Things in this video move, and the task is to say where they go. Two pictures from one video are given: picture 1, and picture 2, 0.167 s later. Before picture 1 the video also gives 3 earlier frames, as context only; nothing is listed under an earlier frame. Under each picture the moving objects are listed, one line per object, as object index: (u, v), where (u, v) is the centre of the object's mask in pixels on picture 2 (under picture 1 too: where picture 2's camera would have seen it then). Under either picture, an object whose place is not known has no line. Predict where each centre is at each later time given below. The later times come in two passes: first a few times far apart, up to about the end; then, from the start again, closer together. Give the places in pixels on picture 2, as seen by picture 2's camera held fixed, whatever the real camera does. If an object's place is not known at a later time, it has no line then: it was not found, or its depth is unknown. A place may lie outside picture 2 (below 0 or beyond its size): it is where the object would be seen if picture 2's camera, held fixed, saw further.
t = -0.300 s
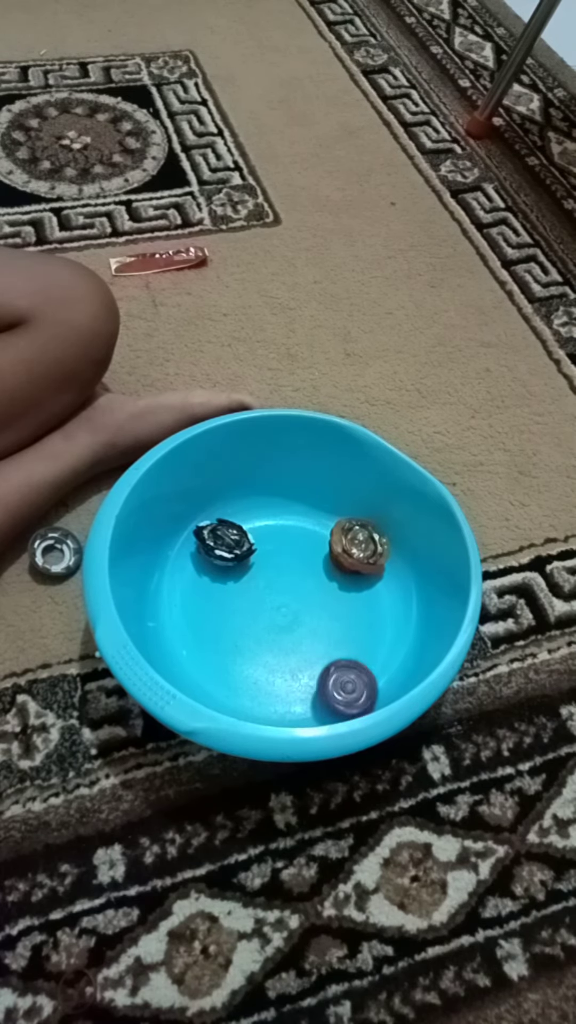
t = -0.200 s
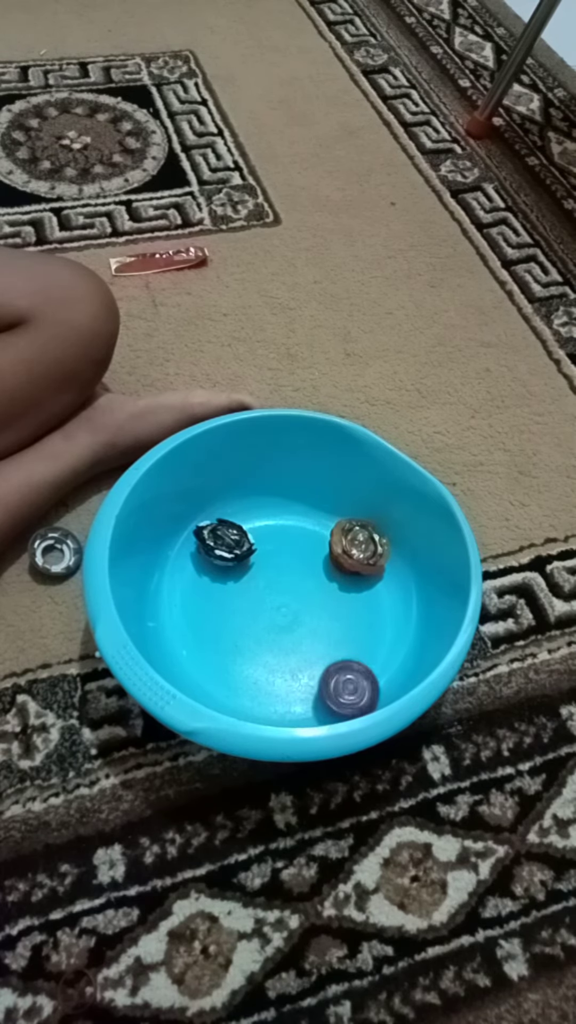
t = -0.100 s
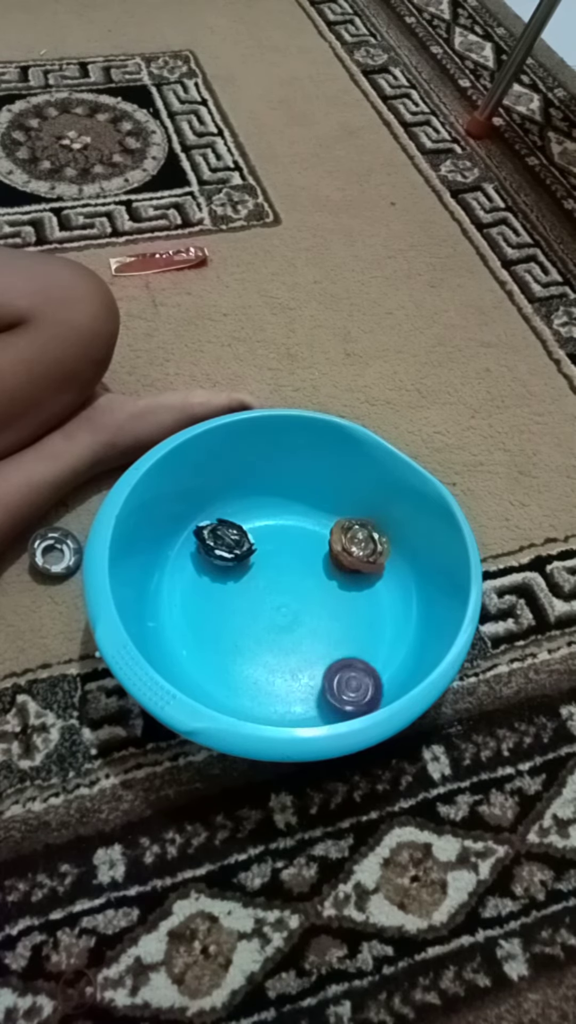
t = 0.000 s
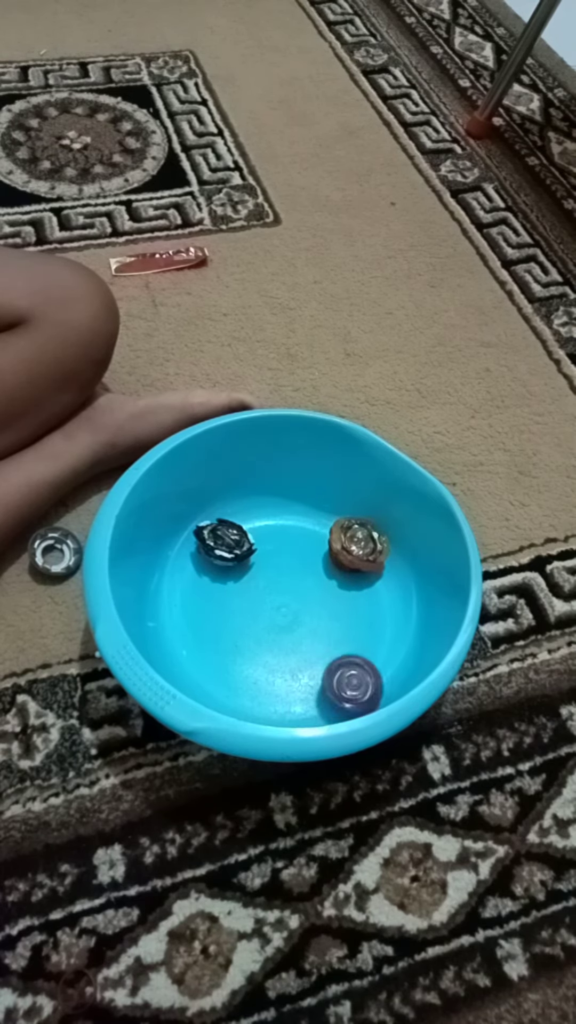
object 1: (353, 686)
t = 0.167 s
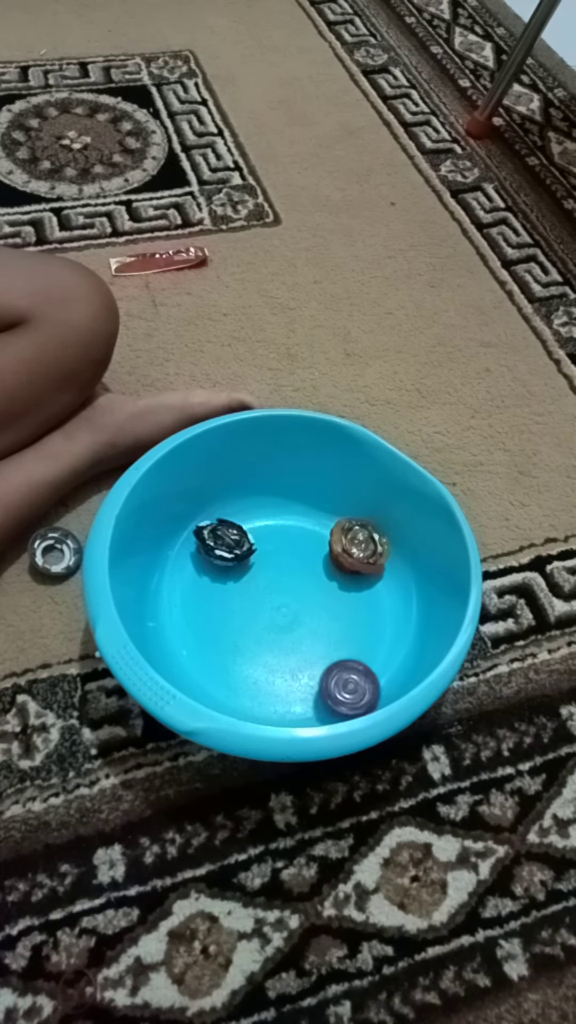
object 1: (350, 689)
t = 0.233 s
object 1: (350, 688)
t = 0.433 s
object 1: (346, 690)
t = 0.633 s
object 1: (347, 690)
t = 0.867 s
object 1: (337, 694)
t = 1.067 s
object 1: (338, 694)
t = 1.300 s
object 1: (323, 699)
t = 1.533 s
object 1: (318, 699)
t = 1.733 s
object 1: (299, 702)
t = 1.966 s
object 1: (290, 701)
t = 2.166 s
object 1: (268, 700)
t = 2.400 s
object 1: (256, 698)
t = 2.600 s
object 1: (229, 689)
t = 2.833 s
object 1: (218, 681)
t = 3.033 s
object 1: (208, 675)
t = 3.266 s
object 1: (190, 654)
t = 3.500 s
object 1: (188, 650)
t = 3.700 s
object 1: (180, 625)
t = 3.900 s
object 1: (178, 617)
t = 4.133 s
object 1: (181, 588)
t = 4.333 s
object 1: (183, 579)
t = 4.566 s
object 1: (176, 585)
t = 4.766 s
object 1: (186, 599)
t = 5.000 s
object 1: (185, 594)
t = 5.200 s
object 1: (177, 606)
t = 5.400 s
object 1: (186, 606)
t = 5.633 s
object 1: (183, 594)
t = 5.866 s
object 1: (178, 603)
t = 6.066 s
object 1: (187, 596)
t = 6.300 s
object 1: (186, 589)
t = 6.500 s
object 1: (181, 583)
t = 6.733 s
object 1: (184, 586)
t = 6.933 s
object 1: (191, 578)
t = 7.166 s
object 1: (183, 572)
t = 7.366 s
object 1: (182, 588)
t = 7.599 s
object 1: (191, 590)
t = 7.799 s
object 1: (180, 590)
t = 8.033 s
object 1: (181, 608)
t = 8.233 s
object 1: (186, 609)
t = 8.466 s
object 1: (176, 612)
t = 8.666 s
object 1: (181, 622)
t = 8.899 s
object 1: (186, 612)
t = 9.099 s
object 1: (176, 608)
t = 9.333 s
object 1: (185, 605)
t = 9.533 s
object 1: (190, 596)
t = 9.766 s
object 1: (184, 585)
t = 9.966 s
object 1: (181, 581)
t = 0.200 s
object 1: (350, 688)
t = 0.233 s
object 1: (350, 688)
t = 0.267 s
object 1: (351, 688)
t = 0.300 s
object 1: (351, 687)
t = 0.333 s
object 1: (350, 688)
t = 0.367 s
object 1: (349, 688)
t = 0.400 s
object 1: (347, 689)
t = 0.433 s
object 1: (346, 690)
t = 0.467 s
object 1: (345, 690)
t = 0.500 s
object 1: (345, 691)
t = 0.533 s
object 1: (346, 691)
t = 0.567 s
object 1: (345, 691)
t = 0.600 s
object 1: (346, 691)
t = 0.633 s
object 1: (347, 690)
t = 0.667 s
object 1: (346, 690)
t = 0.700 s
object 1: (346, 690)
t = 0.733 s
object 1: (345, 690)
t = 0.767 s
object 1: (343, 691)
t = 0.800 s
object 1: (339, 692)
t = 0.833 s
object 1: (338, 694)
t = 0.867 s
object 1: (337, 694)
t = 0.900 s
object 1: (336, 694)
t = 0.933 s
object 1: (338, 695)
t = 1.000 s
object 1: (338, 694)
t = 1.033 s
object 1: (338, 694)
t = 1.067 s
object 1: (338, 694)
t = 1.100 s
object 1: (336, 694)
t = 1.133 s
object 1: (333, 694)
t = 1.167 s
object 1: (331, 695)
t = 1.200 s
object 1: (328, 697)
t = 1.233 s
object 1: (326, 697)
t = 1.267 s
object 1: (324, 698)
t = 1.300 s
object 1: (323, 699)
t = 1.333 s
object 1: (322, 700)
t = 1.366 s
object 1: (323, 700)
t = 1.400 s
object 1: (324, 699)
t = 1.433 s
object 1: (324, 699)
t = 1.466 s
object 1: (323, 699)
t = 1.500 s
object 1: (321, 698)
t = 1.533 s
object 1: (318, 699)
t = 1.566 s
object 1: (315, 699)
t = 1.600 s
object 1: (312, 699)
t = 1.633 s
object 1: (309, 700)
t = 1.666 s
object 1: (306, 700)
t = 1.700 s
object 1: (302, 701)
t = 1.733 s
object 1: (299, 702)
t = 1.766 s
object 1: (297, 703)
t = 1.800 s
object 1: (295, 703)
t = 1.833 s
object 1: (296, 704)
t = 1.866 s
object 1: (298, 703)
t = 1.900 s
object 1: (296, 703)
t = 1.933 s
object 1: (294, 702)
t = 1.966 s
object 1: (290, 701)
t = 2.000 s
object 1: (287, 701)
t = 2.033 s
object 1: (283, 701)
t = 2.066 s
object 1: (279, 700)
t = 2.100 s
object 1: (275, 701)
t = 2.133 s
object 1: (272, 700)
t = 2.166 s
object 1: (268, 700)
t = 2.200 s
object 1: (265, 700)
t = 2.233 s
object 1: (262, 700)
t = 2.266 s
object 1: (259, 700)
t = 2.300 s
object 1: (259, 700)
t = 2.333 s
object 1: (259, 700)
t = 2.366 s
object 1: (259, 700)
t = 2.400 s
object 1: (256, 698)
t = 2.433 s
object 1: (252, 696)
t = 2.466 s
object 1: (249, 695)
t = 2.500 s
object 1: (245, 693)
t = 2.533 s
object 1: (241, 692)
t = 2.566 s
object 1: (236, 690)
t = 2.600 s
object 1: (229, 689)
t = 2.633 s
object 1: (226, 688)
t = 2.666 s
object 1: (227, 689)
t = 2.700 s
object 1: (229, 689)
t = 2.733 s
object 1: (228, 688)
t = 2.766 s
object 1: (227, 686)
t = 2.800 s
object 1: (222, 683)
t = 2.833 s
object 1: (218, 681)
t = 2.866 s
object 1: (214, 678)
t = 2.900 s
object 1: (209, 676)
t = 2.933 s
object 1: (206, 674)
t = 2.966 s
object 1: (204, 673)
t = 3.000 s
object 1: (206, 675)
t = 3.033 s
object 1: (208, 675)
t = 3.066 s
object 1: (207, 674)
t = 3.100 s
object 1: (206, 671)
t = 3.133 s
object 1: (203, 668)
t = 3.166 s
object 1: (201, 663)
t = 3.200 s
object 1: (197, 659)
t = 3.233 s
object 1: (195, 655)
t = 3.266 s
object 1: (190, 654)
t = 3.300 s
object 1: (186, 650)
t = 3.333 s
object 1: (185, 649)
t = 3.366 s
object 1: (186, 650)
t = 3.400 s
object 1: (188, 652)
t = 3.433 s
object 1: (188, 651)
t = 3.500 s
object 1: (188, 650)
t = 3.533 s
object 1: (187, 644)
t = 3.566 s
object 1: (186, 640)
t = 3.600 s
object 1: (184, 636)
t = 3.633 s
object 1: (183, 632)
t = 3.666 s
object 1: (181, 629)
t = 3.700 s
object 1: (180, 625)
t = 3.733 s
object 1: (178, 624)
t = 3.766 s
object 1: (177, 623)
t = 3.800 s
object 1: (178, 623)
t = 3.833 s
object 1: (178, 622)
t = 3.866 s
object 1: (178, 620)
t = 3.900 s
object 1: (178, 617)
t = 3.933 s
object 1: (180, 613)
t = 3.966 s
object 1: (180, 610)
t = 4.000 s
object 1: (182, 605)
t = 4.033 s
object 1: (181, 602)
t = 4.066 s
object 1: (182, 597)
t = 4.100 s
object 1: (181, 593)
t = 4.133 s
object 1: (181, 588)
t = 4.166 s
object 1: (180, 586)
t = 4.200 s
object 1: (180, 583)
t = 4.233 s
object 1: (180, 581)
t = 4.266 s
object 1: (180, 582)
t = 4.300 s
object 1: (181, 583)
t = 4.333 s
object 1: (183, 579)
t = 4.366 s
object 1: (185, 579)
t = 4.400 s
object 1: (187, 574)
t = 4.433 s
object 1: (184, 573)
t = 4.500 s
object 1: (180, 574)
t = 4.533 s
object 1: (179, 578)
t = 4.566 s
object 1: (176, 585)
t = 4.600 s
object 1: (176, 592)
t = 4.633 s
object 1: (177, 596)
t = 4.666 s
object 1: (179, 599)
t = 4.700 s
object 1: (182, 599)
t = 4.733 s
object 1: (184, 600)
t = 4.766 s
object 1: (186, 599)
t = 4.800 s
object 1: (187, 599)
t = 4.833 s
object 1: (189, 598)
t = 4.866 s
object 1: (189, 598)
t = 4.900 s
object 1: (189, 596)
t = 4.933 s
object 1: (188, 596)
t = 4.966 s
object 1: (187, 595)
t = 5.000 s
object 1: (185, 594)
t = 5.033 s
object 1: (183, 593)
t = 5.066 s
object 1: (181, 593)
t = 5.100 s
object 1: (177, 594)
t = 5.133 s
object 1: (177, 594)
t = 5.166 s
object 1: (176, 598)
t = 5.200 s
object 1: (177, 606)
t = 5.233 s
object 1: (177, 610)
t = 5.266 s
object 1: (179, 609)
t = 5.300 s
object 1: (182, 609)
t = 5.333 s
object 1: (184, 609)
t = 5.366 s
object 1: (185, 608)
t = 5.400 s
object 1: (186, 606)
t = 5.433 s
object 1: (188, 603)
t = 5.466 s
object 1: (188, 602)
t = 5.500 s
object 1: (188, 600)
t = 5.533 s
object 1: (187, 599)
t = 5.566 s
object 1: (186, 597)
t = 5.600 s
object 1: (185, 596)
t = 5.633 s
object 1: (183, 594)
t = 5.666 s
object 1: (181, 593)
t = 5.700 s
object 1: (178, 592)
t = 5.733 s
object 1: (178, 591)
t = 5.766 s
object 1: (176, 594)
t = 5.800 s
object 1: (177, 597)
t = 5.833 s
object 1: (178, 602)
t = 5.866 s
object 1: (178, 603)
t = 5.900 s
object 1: (181, 600)
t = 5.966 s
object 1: (181, 600)
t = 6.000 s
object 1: (184, 599)
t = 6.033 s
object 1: (186, 598)
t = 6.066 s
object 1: (187, 596)
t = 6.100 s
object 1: (188, 595)
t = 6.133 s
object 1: (188, 595)
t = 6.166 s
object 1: (189, 595)
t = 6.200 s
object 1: (188, 593)
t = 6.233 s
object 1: (188, 591)
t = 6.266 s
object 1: (188, 590)
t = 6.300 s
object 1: (186, 589)
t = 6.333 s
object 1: (186, 588)
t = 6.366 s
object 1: (185, 588)
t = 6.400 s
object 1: (184, 585)
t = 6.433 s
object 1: (183, 585)
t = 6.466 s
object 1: (180, 583)
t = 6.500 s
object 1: (181, 583)
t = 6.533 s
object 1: (179, 584)
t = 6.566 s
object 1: (179, 585)
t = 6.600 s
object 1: (180, 587)
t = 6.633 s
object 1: (179, 587)
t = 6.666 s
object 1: (182, 586)
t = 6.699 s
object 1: (182, 586)
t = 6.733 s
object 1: (184, 586)
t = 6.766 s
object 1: (187, 583)
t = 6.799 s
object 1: (187, 583)
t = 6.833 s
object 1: (190, 581)
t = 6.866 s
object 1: (190, 581)
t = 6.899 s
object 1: (191, 579)
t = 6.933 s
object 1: (191, 578)
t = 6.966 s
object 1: (191, 577)
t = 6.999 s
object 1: (192, 576)
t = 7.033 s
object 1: (190, 576)
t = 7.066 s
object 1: (190, 573)
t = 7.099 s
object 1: (187, 572)
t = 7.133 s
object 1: (183, 572)
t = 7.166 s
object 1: (183, 572)
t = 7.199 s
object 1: (182, 572)
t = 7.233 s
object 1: (179, 577)
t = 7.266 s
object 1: (179, 584)
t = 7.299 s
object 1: (179, 588)
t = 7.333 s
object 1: (180, 589)
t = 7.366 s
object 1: (182, 588)
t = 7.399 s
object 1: (185, 589)
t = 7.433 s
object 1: (186, 590)
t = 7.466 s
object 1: (188, 589)
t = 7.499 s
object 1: (189, 591)
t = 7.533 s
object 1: (190, 590)
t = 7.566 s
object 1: (191, 590)
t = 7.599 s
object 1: (191, 590)
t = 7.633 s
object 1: (190, 589)
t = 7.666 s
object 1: (187, 590)
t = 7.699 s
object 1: (187, 590)
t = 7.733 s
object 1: (184, 590)
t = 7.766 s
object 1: (182, 590)
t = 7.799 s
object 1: (180, 590)
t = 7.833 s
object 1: (177, 593)
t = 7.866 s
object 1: (175, 595)
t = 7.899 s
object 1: (176, 600)
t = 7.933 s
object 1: (177, 607)
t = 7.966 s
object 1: (177, 609)
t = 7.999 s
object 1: (177, 609)
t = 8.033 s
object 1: (181, 608)
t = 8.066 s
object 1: (183, 609)
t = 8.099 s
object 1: (184, 610)
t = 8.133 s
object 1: (185, 609)
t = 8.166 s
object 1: (186, 610)
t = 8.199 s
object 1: (186, 609)
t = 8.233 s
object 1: (186, 609)
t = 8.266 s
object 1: (185, 610)
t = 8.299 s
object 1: (184, 611)
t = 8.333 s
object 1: (182, 610)
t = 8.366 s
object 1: (181, 611)
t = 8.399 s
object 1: (178, 612)
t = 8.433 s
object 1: (176, 611)
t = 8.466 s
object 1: (176, 612)
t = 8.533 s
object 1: (177, 616)
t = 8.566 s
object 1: (177, 621)
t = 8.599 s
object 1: (177, 624)
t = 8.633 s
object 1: (179, 622)
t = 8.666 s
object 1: (181, 622)
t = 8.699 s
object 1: (183, 620)
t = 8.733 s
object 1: (185, 619)
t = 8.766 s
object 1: (186, 620)
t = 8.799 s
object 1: (187, 616)
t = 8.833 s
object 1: (187, 616)
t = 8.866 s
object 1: (186, 614)
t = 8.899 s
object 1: (186, 612)
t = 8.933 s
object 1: (185, 611)
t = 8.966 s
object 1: (183, 609)
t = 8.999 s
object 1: (182, 607)
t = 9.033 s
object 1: (179, 608)
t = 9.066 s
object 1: (177, 606)
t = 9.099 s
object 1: (176, 608)
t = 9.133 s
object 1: (177, 608)
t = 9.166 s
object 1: (176, 608)
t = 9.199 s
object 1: (178, 610)
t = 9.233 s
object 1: (179, 609)
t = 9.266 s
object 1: (179, 608)
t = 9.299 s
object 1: (182, 605)
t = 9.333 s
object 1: (185, 605)
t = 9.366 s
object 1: (185, 605)
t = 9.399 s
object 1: (185, 602)
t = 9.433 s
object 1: (188, 599)
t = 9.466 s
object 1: (188, 599)
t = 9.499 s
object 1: (189, 598)
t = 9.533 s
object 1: (190, 596)
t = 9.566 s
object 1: (189, 595)
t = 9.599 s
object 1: (189, 592)
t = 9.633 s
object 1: (188, 591)
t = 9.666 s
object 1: (187, 590)
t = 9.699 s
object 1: (185, 588)
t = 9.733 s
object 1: (184, 586)
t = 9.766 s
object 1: (184, 585)
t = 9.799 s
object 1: (181, 584)
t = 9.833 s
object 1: (181, 582)
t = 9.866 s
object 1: (182, 581)
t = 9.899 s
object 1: (181, 582)
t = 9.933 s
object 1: (181, 584)
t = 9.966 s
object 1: (181, 581)
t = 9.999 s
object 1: (184, 580)
